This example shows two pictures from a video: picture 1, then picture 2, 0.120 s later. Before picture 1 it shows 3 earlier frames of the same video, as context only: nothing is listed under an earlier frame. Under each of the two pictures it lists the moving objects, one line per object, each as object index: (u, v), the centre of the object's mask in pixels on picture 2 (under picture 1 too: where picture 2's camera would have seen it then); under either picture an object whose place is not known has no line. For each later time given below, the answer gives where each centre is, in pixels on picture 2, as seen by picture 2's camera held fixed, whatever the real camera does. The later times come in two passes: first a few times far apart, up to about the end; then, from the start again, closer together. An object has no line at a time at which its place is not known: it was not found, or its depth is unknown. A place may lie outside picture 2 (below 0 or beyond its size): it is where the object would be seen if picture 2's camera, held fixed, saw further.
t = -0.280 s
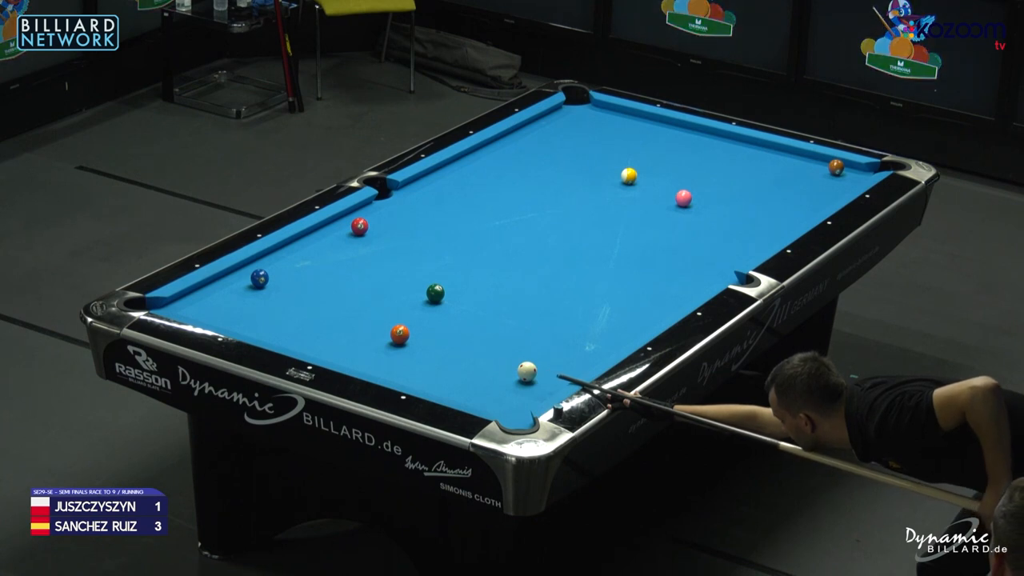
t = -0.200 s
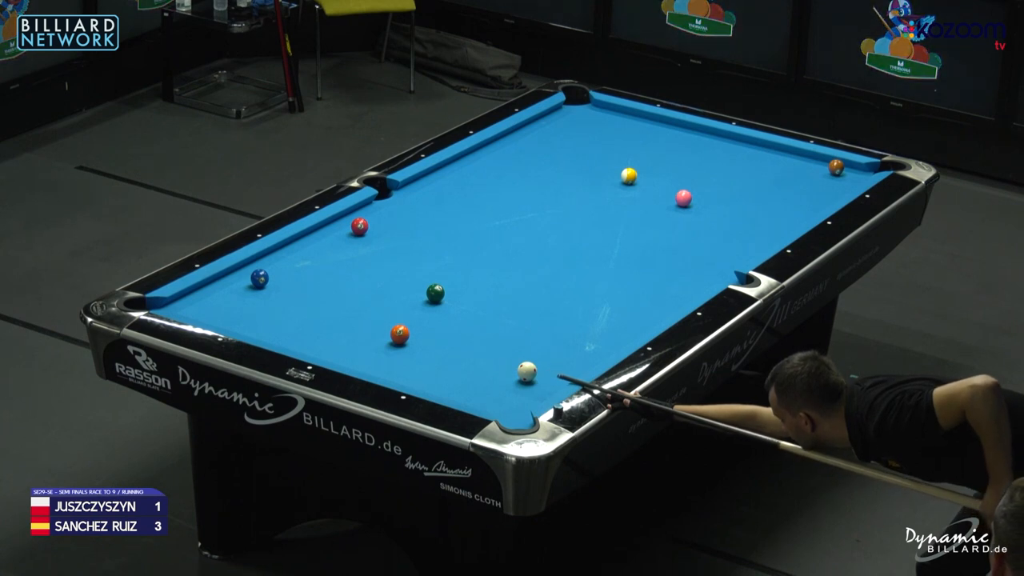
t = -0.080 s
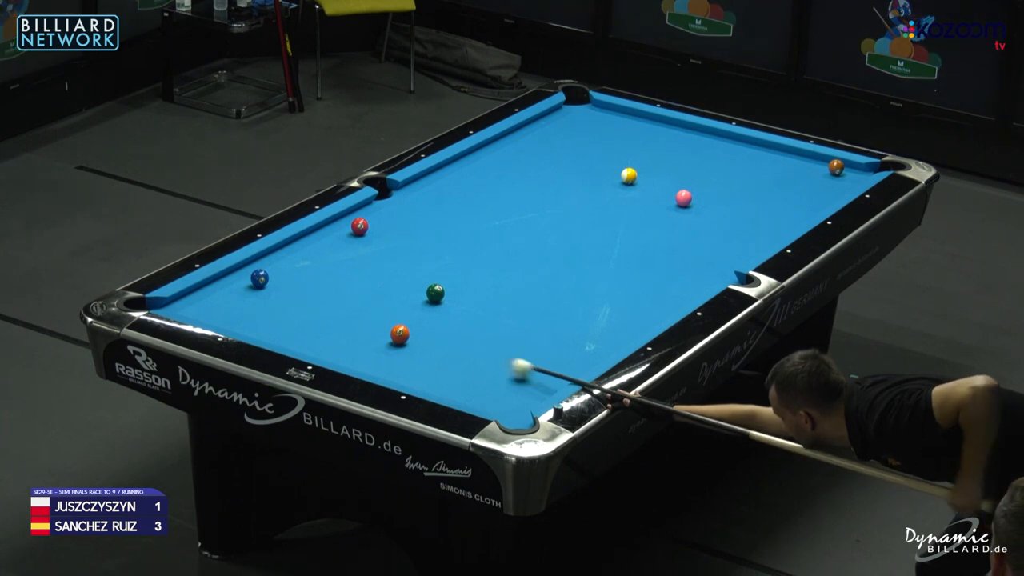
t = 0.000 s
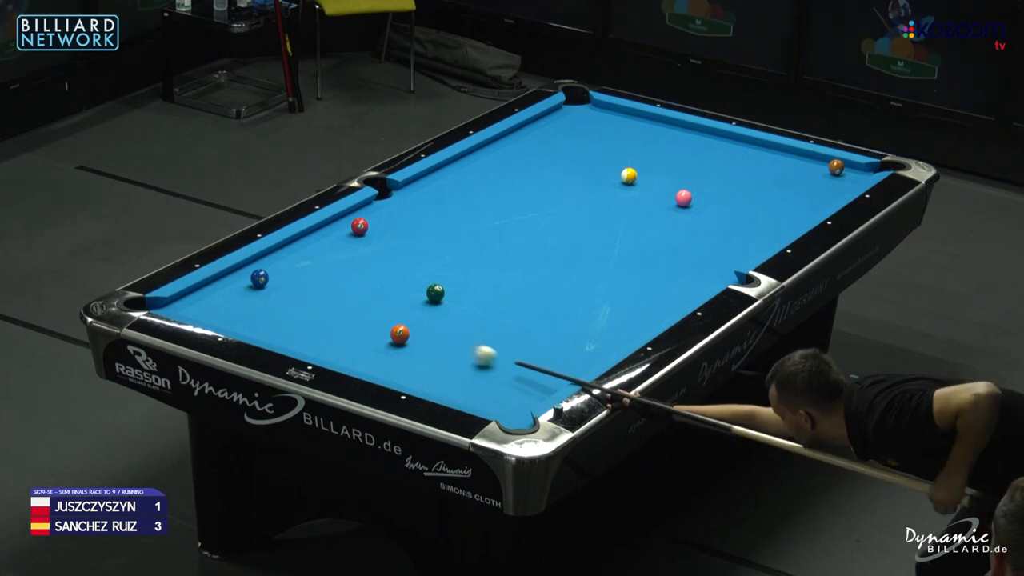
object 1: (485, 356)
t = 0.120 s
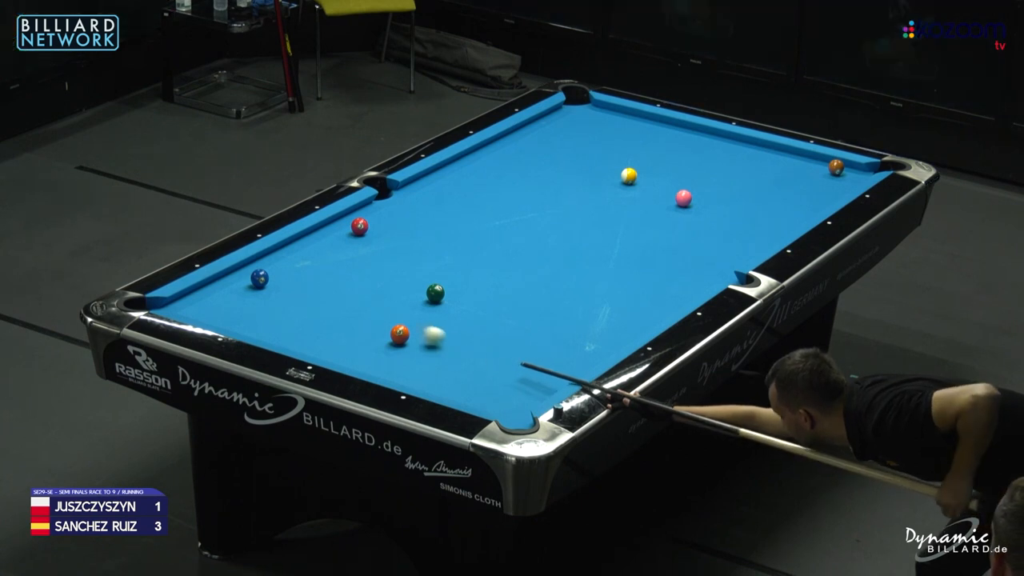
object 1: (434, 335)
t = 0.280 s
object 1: (368, 311)
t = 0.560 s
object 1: (275, 270)
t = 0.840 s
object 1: (311, 253)
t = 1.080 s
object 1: (369, 250)
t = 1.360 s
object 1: (433, 245)
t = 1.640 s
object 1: (493, 241)
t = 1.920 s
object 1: (551, 237)
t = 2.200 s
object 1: (606, 233)
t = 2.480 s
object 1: (657, 231)
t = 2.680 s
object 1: (693, 228)
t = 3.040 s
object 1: (753, 224)
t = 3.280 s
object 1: (790, 221)
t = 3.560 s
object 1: (795, 214)
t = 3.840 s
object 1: (789, 207)
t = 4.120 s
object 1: (784, 199)
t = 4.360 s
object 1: (779, 194)
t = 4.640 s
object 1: (775, 189)
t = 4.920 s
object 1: (770, 184)
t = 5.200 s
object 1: (766, 180)
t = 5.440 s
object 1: (762, 177)
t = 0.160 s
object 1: (418, 329)
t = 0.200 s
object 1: (400, 319)
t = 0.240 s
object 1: (384, 317)
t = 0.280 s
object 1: (368, 311)
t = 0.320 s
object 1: (352, 305)
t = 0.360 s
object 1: (336, 300)
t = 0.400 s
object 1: (321, 293)
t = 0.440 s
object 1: (305, 287)
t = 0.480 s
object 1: (290, 282)
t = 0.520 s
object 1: (277, 276)
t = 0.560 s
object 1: (275, 270)
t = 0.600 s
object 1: (271, 265)
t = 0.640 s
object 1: (266, 259)
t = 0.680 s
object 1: (268, 256)
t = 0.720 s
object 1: (280, 255)
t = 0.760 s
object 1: (291, 255)
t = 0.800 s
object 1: (301, 254)
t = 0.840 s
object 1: (311, 253)
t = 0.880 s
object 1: (321, 253)
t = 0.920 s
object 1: (330, 252)
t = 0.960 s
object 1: (340, 252)
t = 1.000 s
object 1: (350, 251)
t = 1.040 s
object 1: (360, 250)
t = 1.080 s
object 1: (369, 250)
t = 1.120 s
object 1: (378, 249)
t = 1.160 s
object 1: (387, 248)
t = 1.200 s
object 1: (396, 248)
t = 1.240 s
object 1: (406, 247)
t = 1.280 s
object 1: (415, 246)
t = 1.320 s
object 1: (424, 246)
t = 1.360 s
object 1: (433, 245)
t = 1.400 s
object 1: (442, 244)
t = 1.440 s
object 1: (451, 244)
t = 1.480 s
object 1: (459, 243)
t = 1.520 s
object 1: (468, 243)
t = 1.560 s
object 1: (476, 242)
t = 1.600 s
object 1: (485, 241)
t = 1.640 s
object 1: (493, 241)
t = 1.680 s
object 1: (502, 240)
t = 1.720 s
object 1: (510, 240)
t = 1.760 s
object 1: (518, 239)
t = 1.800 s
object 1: (526, 239)
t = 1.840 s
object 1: (535, 238)
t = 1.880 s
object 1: (543, 238)
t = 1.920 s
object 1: (551, 237)
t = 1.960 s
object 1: (559, 237)
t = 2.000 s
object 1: (567, 236)
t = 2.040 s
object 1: (575, 235)
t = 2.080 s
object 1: (583, 235)
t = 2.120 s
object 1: (590, 234)
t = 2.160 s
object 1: (598, 234)
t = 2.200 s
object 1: (606, 233)
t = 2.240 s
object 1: (613, 233)
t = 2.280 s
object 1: (621, 232)
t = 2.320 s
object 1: (628, 232)
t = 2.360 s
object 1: (636, 232)
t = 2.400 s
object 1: (643, 231)
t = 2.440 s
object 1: (650, 231)
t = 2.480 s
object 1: (657, 231)
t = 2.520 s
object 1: (665, 230)
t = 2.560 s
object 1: (671, 229)
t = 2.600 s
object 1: (680, 229)
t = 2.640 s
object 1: (686, 228)
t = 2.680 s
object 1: (693, 228)
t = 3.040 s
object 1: (753, 224)
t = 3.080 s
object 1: (759, 224)
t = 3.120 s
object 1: (766, 223)
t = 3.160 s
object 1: (772, 223)
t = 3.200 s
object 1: (778, 222)
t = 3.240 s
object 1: (784, 222)
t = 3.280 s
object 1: (790, 221)
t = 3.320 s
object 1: (796, 220)
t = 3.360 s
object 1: (799, 219)
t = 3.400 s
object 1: (798, 218)
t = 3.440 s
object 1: (797, 217)
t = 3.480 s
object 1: (797, 216)
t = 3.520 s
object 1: (796, 215)
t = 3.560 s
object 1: (795, 214)
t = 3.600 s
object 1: (794, 213)
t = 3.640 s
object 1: (793, 212)
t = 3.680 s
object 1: (793, 211)
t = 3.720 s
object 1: (792, 210)
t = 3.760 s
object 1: (791, 209)
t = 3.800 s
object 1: (790, 208)
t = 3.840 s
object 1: (789, 207)
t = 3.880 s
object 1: (789, 206)
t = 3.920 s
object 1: (788, 204)
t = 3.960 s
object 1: (787, 203)
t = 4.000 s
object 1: (786, 203)
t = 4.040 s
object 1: (786, 202)
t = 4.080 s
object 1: (785, 200)
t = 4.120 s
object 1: (784, 199)
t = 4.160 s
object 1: (783, 199)
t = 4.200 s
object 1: (782, 198)
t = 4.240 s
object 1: (782, 197)
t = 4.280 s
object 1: (781, 196)
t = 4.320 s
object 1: (780, 195)
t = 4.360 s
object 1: (779, 194)
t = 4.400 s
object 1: (779, 193)
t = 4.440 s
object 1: (778, 192)
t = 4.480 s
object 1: (778, 192)
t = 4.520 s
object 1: (777, 191)
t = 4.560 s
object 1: (776, 190)
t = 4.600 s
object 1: (776, 189)
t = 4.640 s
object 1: (775, 189)
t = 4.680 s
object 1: (774, 188)
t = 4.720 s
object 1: (773, 187)
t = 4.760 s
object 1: (773, 186)
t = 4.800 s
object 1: (772, 186)
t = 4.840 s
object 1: (771, 185)
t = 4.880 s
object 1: (771, 184)
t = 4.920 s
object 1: (770, 184)
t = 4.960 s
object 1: (769, 183)
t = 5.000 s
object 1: (769, 182)
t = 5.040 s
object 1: (768, 182)
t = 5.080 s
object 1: (768, 181)
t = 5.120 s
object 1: (767, 181)
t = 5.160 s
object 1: (766, 180)
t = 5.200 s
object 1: (766, 180)
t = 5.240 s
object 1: (765, 179)
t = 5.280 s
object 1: (765, 179)
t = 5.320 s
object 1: (764, 178)
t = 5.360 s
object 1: (764, 178)
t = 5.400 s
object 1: (763, 177)
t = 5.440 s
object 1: (762, 177)
